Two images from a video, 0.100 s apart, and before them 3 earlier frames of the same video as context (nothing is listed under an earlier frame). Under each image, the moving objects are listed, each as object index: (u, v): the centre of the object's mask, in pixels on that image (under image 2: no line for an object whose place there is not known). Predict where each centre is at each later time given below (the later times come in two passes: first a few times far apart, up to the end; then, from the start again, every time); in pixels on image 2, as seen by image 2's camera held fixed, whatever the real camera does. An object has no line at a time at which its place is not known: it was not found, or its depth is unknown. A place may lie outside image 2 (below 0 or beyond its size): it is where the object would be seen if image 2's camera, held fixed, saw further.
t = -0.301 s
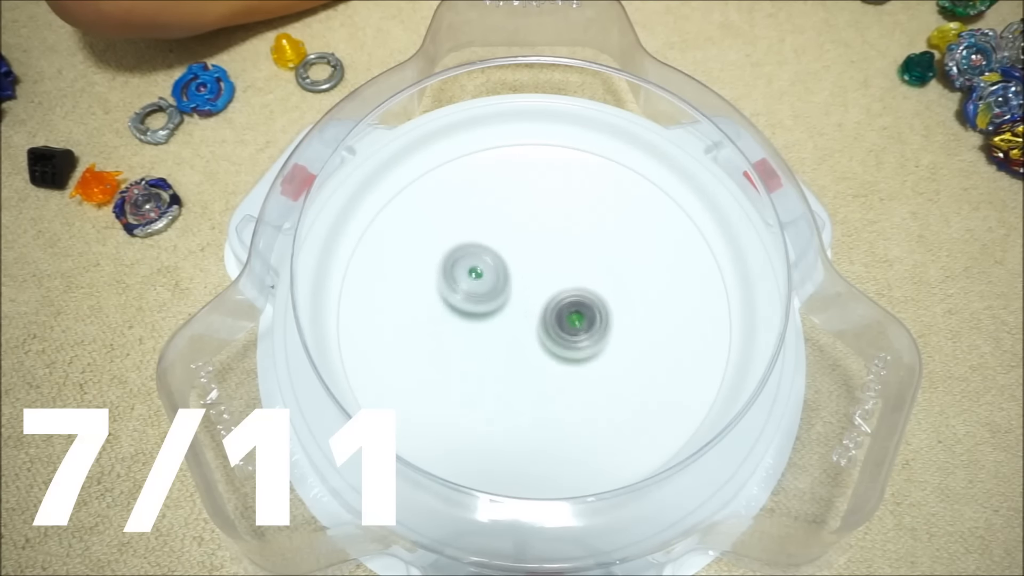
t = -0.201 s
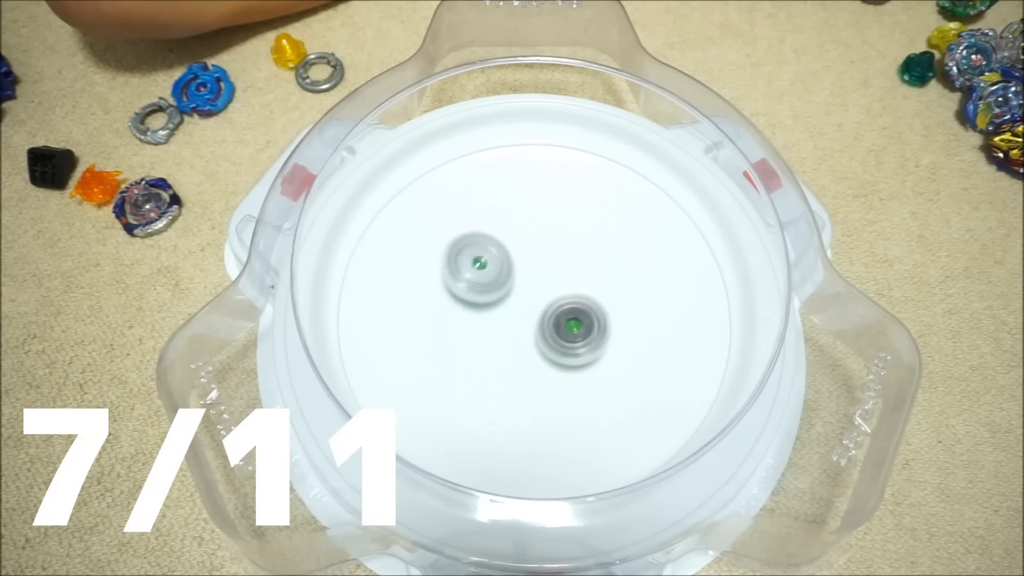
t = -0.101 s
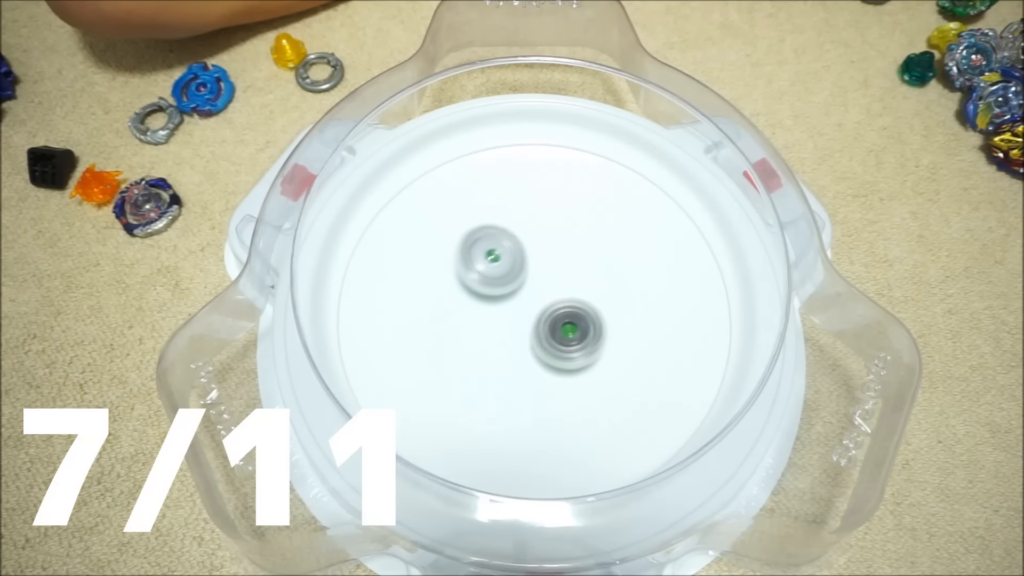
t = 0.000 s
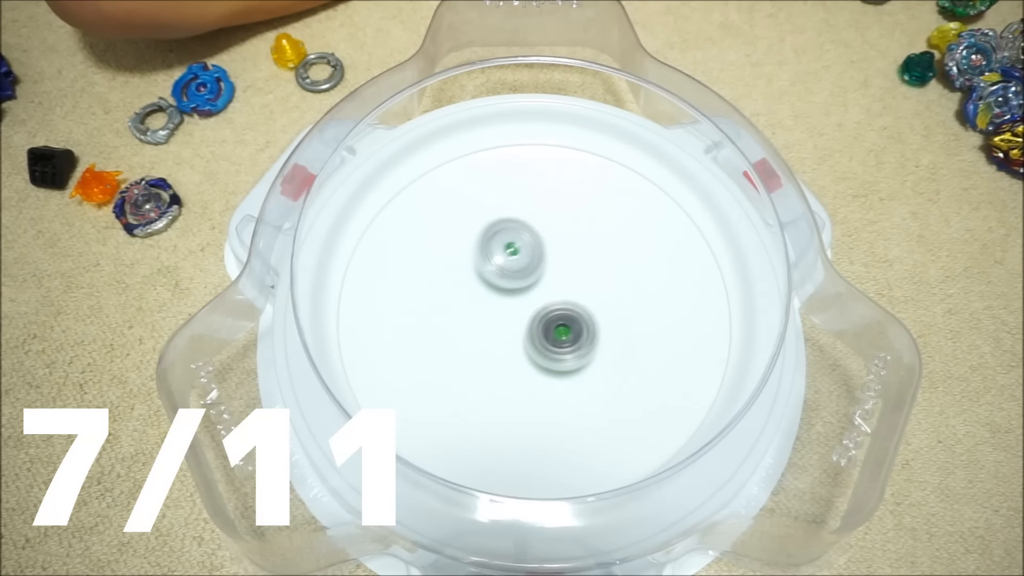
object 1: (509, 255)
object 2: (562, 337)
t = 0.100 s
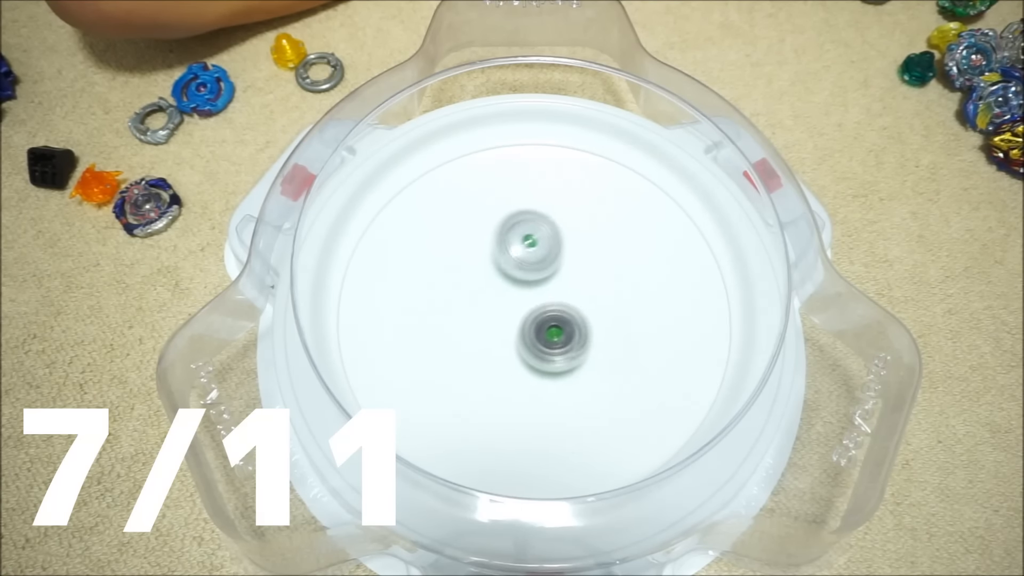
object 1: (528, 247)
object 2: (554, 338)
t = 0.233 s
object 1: (546, 240)
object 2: (542, 338)
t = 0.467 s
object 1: (570, 241)
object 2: (524, 333)
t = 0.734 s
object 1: (590, 270)
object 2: (512, 321)
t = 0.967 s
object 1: (598, 309)
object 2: (516, 308)
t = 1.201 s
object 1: (592, 341)
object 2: (528, 293)
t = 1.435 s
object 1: (568, 362)
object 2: (545, 281)
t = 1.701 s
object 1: (527, 369)
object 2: (556, 281)
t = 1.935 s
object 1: (494, 358)
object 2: (557, 290)
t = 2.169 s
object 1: (478, 338)
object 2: (561, 308)
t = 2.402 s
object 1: (469, 312)
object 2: (564, 324)
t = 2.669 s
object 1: (492, 286)
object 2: (554, 330)
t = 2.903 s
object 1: (527, 256)
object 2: (541, 333)
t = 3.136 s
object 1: (556, 244)
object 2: (526, 329)
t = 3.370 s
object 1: (582, 254)
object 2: (518, 319)
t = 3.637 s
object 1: (595, 289)
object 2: (519, 304)
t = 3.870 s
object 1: (598, 321)
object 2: (524, 296)
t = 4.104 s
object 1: (580, 352)
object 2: (533, 289)
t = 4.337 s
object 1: (542, 366)
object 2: (548, 289)
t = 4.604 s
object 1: (497, 359)
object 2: (560, 294)
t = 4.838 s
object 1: (478, 337)
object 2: (562, 300)
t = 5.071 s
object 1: (441, 300)
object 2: (597, 317)
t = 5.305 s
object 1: (410, 266)
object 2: (623, 319)
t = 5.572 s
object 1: (475, 253)
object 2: (605, 316)
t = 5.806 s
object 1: (561, 222)
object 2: (568, 347)
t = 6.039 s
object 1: (604, 187)
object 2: (539, 383)
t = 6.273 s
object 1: (598, 258)
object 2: (511, 369)
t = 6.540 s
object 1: (587, 393)
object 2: (496, 329)
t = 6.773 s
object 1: (565, 432)
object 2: (513, 295)
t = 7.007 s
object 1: (523, 386)
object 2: (547, 274)
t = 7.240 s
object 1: (473, 309)
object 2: (578, 274)
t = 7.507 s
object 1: (479, 258)
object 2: (592, 297)
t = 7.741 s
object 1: (534, 246)
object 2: (576, 323)
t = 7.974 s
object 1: (589, 258)
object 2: (540, 336)
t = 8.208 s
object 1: (601, 294)
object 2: (506, 330)
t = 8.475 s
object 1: (564, 346)
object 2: (494, 307)
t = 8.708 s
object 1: (511, 371)
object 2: (510, 283)
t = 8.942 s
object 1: (484, 355)
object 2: (545, 273)
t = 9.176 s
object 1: (498, 321)
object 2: (573, 281)
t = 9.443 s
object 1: (526, 290)
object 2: (600, 308)
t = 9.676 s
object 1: (545, 286)
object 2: (599, 338)
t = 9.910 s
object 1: (552, 288)
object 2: (566, 357)
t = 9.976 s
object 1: (552, 287)
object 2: (554, 356)
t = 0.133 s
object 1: (533, 245)
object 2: (551, 338)
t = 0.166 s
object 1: (538, 243)
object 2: (548, 338)
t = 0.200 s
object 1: (542, 241)
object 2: (545, 338)
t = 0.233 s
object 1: (546, 240)
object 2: (542, 338)
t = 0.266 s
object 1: (550, 239)
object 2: (539, 338)
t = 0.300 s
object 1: (554, 238)
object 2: (536, 337)
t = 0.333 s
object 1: (557, 238)
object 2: (534, 336)
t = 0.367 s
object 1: (560, 238)
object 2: (531, 336)
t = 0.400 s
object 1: (563, 238)
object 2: (529, 335)
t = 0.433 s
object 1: (567, 239)
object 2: (526, 334)
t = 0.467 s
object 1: (570, 241)
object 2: (524, 333)
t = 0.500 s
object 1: (573, 242)
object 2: (522, 331)
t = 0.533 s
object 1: (576, 244)
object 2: (519, 330)
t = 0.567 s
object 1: (579, 247)
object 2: (518, 329)
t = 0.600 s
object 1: (581, 251)
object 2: (516, 327)
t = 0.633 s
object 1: (583, 255)
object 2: (514, 326)
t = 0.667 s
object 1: (586, 260)
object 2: (513, 324)
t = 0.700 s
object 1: (588, 265)
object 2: (512, 323)
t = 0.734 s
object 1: (590, 270)
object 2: (512, 321)
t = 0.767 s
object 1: (591, 275)
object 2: (511, 319)
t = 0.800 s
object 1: (593, 281)
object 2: (511, 317)
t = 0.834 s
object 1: (594, 287)
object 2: (512, 315)
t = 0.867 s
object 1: (595, 293)
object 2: (513, 313)
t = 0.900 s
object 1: (596, 298)
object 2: (513, 312)
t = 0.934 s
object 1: (597, 304)
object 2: (515, 310)
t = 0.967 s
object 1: (598, 309)
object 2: (516, 308)
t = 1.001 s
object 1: (598, 314)
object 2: (517, 306)
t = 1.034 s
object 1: (598, 319)
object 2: (518, 304)
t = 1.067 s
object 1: (597, 324)
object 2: (520, 302)
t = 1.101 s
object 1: (597, 329)
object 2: (522, 300)
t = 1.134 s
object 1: (595, 333)
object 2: (524, 298)
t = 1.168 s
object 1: (594, 337)
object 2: (526, 296)
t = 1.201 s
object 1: (592, 341)
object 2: (528, 293)
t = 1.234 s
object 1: (589, 345)
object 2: (531, 291)
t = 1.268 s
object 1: (587, 348)
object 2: (533, 288)
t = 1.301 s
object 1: (584, 352)
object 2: (536, 286)
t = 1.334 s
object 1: (580, 355)
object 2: (538, 285)
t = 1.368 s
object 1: (576, 357)
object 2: (541, 283)
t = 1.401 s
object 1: (572, 360)
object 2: (543, 282)
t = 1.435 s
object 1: (568, 362)
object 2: (545, 281)
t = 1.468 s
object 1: (563, 364)
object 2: (547, 280)
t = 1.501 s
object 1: (558, 366)
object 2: (548, 280)
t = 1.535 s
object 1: (553, 367)
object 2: (549, 279)
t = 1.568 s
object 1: (548, 368)
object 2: (551, 279)
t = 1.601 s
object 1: (543, 369)
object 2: (552, 279)
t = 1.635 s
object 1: (537, 369)
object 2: (554, 280)
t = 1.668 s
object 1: (532, 369)
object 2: (555, 280)
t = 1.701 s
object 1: (527, 369)
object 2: (556, 281)
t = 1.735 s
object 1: (521, 368)
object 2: (556, 282)
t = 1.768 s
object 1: (516, 367)
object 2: (557, 283)
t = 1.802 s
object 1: (511, 366)
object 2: (557, 284)
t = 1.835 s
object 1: (507, 364)
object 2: (557, 285)
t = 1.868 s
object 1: (502, 362)
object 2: (557, 286)
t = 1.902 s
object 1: (498, 360)
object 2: (557, 288)
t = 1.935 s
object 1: (494, 358)
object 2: (557, 290)
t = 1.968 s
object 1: (491, 355)
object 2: (557, 292)
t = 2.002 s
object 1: (488, 352)
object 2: (558, 294)
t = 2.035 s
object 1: (485, 350)
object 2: (559, 297)
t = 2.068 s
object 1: (482, 347)
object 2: (560, 300)
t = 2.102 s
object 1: (480, 344)
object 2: (560, 302)
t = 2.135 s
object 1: (479, 341)
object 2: (561, 305)
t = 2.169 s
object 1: (478, 338)
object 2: (561, 308)
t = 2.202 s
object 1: (478, 334)
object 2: (561, 311)
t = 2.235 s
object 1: (479, 331)
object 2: (560, 313)
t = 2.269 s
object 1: (480, 328)
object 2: (560, 316)
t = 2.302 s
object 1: (480, 324)
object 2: (561, 318)
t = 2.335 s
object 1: (474, 320)
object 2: (563, 321)
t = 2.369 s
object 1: (471, 316)
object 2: (564, 323)
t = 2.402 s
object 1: (469, 312)
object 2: (564, 324)
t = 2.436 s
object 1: (469, 308)
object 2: (563, 325)
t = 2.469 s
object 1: (470, 304)
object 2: (563, 326)
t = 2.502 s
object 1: (472, 301)
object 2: (562, 327)
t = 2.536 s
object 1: (475, 297)
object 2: (561, 327)
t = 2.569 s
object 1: (479, 295)
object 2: (559, 328)
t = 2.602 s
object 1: (483, 292)
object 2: (558, 329)
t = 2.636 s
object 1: (487, 289)
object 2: (556, 329)
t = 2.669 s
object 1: (492, 286)
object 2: (554, 330)
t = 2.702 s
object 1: (496, 282)
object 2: (553, 331)
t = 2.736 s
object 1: (500, 277)
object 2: (551, 332)
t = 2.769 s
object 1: (505, 273)
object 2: (549, 333)
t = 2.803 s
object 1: (511, 268)
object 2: (547, 333)
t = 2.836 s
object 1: (516, 264)
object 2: (545, 333)
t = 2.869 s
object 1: (522, 260)
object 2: (543, 334)
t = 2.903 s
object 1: (527, 256)
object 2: (541, 333)
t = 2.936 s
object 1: (533, 253)
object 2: (539, 333)
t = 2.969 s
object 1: (537, 250)
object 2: (536, 333)
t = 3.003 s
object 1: (542, 248)
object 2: (534, 332)
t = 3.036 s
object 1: (546, 247)
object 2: (532, 332)
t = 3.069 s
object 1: (549, 245)
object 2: (530, 331)
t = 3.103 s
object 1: (553, 245)
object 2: (528, 330)
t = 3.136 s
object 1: (556, 244)
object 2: (526, 329)
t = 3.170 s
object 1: (560, 243)
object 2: (525, 327)
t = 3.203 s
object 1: (564, 244)
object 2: (523, 326)
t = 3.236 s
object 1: (568, 245)
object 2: (522, 324)
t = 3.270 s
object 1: (572, 246)
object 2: (521, 323)
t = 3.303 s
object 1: (576, 248)
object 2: (520, 322)
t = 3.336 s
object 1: (579, 251)
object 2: (519, 320)
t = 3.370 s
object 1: (582, 254)
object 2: (518, 319)
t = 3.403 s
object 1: (585, 257)
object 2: (518, 317)
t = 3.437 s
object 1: (588, 261)
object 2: (518, 315)
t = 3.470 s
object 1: (589, 265)
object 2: (518, 313)
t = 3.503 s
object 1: (590, 270)
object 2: (518, 312)
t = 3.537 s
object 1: (591, 275)
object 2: (519, 310)
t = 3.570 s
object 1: (592, 279)
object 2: (519, 308)
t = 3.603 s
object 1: (593, 285)
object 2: (520, 306)
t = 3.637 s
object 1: (595, 289)
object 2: (519, 304)
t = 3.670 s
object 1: (598, 294)
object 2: (519, 303)
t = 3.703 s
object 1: (600, 299)
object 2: (519, 302)
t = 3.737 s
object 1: (600, 303)
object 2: (520, 300)
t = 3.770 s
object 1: (601, 308)
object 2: (521, 299)
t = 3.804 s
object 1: (600, 313)
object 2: (521, 298)
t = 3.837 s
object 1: (599, 317)
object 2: (522, 297)
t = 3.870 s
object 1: (598, 321)
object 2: (524, 296)
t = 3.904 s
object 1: (596, 326)
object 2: (524, 295)
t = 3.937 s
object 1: (595, 331)
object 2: (525, 293)
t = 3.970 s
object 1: (593, 336)
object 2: (527, 292)
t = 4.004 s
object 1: (591, 341)
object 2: (528, 291)
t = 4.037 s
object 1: (587, 345)
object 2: (529, 291)
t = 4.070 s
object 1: (584, 349)
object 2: (531, 290)
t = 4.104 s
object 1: (580, 352)
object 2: (533, 289)
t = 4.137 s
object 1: (575, 356)
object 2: (535, 289)
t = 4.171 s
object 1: (571, 358)
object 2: (537, 289)
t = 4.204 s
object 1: (565, 361)
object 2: (539, 288)
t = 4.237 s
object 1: (560, 363)
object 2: (542, 288)
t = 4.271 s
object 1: (554, 364)
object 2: (544, 289)
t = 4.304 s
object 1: (548, 366)
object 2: (546, 289)
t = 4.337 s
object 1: (542, 366)
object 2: (548, 289)
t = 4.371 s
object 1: (536, 367)
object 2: (549, 290)
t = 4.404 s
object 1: (530, 367)
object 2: (551, 290)
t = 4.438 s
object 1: (524, 367)
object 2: (553, 291)
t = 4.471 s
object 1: (518, 366)
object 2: (555, 292)
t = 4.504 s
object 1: (512, 365)
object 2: (556, 292)
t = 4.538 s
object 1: (507, 364)
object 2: (558, 293)
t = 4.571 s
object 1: (502, 362)
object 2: (559, 293)
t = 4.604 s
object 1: (497, 359)
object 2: (560, 294)
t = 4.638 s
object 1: (493, 357)
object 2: (561, 295)
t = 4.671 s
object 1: (489, 354)
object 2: (561, 295)
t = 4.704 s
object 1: (486, 351)
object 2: (562, 296)
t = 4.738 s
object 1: (483, 348)
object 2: (562, 297)
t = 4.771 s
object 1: (480, 344)
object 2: (562, 298)
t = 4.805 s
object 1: (479, 341)
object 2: (562, 299)
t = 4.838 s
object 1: (478, 337)
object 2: (562, 300)
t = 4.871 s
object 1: (478, 334)
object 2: (562, 301)
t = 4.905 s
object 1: (479, 330)
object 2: (562, 303)
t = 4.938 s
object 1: (480, 326)
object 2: (561, 304)
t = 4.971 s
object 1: (482, 323)
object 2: (560, 305)
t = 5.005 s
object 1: (483, 319)
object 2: (561, 307)
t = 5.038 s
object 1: (461, 309)
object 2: (579, 312)
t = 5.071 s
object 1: (441, 300)
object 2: (597, 317)
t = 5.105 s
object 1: (426, 292)
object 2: (608, 320)
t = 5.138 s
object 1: (416, 286)
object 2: (613, 321)
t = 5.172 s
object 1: (410, 280)
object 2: (616, 321)
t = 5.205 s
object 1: (407, 276)
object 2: (619, 320)
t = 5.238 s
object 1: (406, 272)
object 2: (621, 320)
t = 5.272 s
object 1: (408, 269)
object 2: (622, 320)
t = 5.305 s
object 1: (410, 266)
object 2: (623, 319)
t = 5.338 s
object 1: (414, 264)
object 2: (623, 319)
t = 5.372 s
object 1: (420, 261)
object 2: (623, 319)
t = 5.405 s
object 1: (427, 259)
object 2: (622, 319)
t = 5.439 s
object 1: (435, 257)
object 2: (619, 318)
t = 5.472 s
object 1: (444, 255)
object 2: (617, 318)
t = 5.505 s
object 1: (455, 254)
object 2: (613, 317)
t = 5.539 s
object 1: (464, 253)
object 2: (609, 317)
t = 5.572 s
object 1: (475, 253)
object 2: (605, 316)
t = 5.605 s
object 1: (486, 252)
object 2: (599, 315)
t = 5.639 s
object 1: (497, 252)
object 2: (594, 315)
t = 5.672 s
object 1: (509, 252)
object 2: (589, 314)
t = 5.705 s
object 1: (523, 253)
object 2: (583, 313)
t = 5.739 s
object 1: (536, 253)
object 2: (577, 312)
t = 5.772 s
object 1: (550, 238)
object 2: (572, 326)
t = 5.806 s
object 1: (561, 222)
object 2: (568, 347)
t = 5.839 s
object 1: (571, 206)
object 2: (564, 363)
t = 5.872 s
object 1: (580, 195)
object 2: (559, 373)
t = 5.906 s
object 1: (588, 188)
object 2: (555, 377)
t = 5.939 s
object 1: (594, 184)
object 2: (551, 379)
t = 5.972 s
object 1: (600, 181)
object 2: (547, 381)
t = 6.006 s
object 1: (603, 183)
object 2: (543, 382)
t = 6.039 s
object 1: (604, 187)
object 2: (539, 383)
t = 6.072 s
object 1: (605, 194)
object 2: (535, 382)
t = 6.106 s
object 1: (606, 201)
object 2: (531, 382)
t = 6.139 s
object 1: (605, 209)
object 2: (527, 380)
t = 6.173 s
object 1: (604, 219)
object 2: (523, 378)
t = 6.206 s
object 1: (603, 231)
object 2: (518, 375)
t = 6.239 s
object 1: (600, 244)
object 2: (514, 373)
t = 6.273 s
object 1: (598, 258)
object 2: (511, 369)
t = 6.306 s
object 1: (595, 275)
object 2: (507, 365)
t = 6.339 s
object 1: (594, 291)
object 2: (504, 361)
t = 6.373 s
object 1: (592, 309)
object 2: (502, 356)
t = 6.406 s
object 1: (591, 327)
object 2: (499, 351)
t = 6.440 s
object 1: (590, 345)
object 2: (498, 346)
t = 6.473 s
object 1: (589, 363)
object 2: (497, 340)
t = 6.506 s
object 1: (588, 378)
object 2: (496, 334)
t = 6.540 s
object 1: (587, 393)
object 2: (496, 329)
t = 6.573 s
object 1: (585, 406)
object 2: (497, 324)
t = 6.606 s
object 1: (583, 415)
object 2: (498, 319)
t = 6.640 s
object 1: (580, 423)
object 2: (500, 314)
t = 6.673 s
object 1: (577, 428)
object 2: (503, 309)
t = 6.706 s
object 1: (574, 431)
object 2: (506, 304)
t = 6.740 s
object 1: (570, 432)
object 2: (509, 300)
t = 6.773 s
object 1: (565, 432)
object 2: (513, 295)
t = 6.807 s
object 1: (561, 430)
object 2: (518, 291)
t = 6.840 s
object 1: (555, 426)
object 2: (523, 287)
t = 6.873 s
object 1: (549, 420)
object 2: (527, 284)
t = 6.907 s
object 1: (543, 413)
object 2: (533, 281)
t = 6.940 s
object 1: (536, 405)
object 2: (537, 278)
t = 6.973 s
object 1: (530, 396)
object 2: (542, 275)
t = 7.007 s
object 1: (523, 386)
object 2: (547, 274)
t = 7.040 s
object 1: (515, 376)
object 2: (552, 272)
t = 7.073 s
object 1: (507, 364)
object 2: (557, 271)
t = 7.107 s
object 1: (499, 352)
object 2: (562, 270)
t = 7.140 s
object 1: (492, 341)
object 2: (566, 271)
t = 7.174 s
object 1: (485, 330)
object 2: (571, 271)
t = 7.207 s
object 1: (478, 319)
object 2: (574, 272)
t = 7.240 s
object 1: (473, 309)
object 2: (578, 274)
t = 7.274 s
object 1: (470, 299)
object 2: (582, 275)
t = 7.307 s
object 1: (467, 291)
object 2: (585, 278)
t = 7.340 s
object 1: (467, 284)
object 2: (587, 280)
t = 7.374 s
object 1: (467, 276)
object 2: (589, 283)
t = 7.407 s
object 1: (468, 271)
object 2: (591, 286)
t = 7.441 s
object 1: (471, 266)
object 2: (592, 290)
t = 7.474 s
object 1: (475, 261)
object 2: (593, 293)
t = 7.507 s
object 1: (479, 258)
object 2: (592, 297)
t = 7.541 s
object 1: (485, 254)
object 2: (592, 301)
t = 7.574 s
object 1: (491, 252)
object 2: (591, 305)
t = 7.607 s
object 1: (498, 250)
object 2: (589, 309)
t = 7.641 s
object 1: (506, 249)
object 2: (586, 313)
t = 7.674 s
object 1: (515, 248)
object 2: (584, 316)
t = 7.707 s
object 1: (525, 246)
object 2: (580, 320)
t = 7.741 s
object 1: (534, 246)
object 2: (576, 323)
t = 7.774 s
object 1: (543, 246)
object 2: (571, 326)
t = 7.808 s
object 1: (554, 246)
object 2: (566, 329)
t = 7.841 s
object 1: (561, 247)
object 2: (562, 331)
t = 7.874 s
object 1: (570, 249)
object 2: (557, 333)
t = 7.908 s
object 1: (577, 252)
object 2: (551, 334)
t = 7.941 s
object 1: (584, 255)
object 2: (546, 335)
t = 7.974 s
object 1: (589, 258)
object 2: (540, 336)
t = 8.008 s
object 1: (593, 262)
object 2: (534, 337)
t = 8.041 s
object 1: (597, 266)
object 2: (529, 336)
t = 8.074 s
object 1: (599, 271)
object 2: (524, 336)
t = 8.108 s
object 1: (601, 276)
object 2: (519, 335)
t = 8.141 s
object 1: (602, 282)
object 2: (514, 333)
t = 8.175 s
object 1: (602, 288)
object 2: (510, 332)
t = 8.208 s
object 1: (601, 294)
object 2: (506, 330)
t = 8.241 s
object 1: (599, 301)
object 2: (503, 327)
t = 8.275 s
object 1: (597, 308)
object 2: (500, 325)
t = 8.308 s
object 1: (594, 314)
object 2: (498, 322)
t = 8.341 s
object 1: (589, 322)
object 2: (496, 319)
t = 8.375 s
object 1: (584, 328)
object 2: (495, 316)
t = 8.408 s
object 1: (578, 334)
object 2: (494, 313)
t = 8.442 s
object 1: (571, 340)
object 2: (493, 310)
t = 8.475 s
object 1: (564, 346)
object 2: (494, 307)
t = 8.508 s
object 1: (557, 351)
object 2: (495, 303)
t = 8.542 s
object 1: (548, 355)
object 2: (496, 300)
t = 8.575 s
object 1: (541, 360)
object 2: (498, 296)
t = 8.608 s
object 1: (533, 366)
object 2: (500, 292)
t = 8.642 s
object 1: (525, 369)
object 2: (503, 289)
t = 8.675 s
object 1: (518, 370)
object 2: (506, 286)
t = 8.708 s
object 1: (511, 371)
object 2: (510, 283)
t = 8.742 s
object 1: (505, 370)
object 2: (514, 281)
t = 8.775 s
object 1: (500, 369)
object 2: (519, 279)
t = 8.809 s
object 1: (495, 367)
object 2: (524, 277)
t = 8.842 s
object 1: (491, 365)
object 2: (530, 275)
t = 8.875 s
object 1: (488, 362)
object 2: (535, 274)
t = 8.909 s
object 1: (485, 359)
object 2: (540, 273)
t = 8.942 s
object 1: (484, 355)
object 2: (545, 273)
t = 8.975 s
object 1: (483, 351)
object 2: (550, 272)
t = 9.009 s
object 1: (483, 347)
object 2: (554, 273)
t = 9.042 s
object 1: (485, 342)
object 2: (559, 274)
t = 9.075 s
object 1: (487, 337)
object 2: (563, 275)
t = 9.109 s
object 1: (489, 332)
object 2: (567, 277)
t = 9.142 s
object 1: (493, 327)
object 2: (570, 279)
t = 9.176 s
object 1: (498, 321)
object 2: (573, 281)
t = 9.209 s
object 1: (503, 317)
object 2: (576, 284)
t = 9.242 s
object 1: (508, 310)
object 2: (581, 287)
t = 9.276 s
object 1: (509, 305)
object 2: (588, 289)
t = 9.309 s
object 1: (511, 302)
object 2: (592, 293)
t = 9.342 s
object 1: (515, 299)
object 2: (594, 296)
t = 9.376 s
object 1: (520, 296)
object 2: (596, 300)
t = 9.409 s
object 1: (523, 294)
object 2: (598, 304)
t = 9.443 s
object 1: (526, 290)
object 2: (600, 308)
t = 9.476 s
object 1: (526, 288)
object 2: (603, 314)
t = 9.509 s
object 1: (527, 286)
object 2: (605, 319)
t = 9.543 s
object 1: (530, 284)
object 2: (605, 323)
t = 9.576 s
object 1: (535, 284)
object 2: (605, 327)
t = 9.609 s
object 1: (538, 284)
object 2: (604, 331)
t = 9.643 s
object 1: (541, 285)
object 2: (602, 334)
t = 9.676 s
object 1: (545, 286)
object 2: (599, 338)
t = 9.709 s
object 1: (548, 286)
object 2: (597, 342)
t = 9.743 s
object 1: (550, 285)
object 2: (592, 346)
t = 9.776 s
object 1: (551, 287)
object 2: (588, 349)
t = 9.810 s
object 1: (551, 287)
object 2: (582, 352)
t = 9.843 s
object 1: (552, 287)
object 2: (577, 354)
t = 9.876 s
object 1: (553, 287)
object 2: (572, 356)
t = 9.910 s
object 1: (552, 288)
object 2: (566, 357)
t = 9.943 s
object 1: (552, 286)
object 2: (560, 357)
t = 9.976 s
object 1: (552, 287)
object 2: (554, 356)
